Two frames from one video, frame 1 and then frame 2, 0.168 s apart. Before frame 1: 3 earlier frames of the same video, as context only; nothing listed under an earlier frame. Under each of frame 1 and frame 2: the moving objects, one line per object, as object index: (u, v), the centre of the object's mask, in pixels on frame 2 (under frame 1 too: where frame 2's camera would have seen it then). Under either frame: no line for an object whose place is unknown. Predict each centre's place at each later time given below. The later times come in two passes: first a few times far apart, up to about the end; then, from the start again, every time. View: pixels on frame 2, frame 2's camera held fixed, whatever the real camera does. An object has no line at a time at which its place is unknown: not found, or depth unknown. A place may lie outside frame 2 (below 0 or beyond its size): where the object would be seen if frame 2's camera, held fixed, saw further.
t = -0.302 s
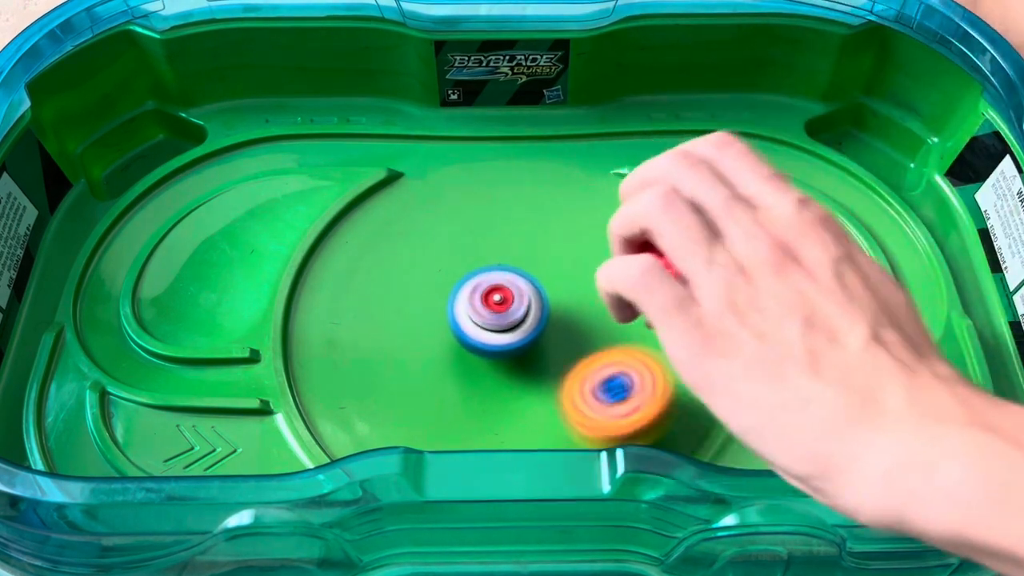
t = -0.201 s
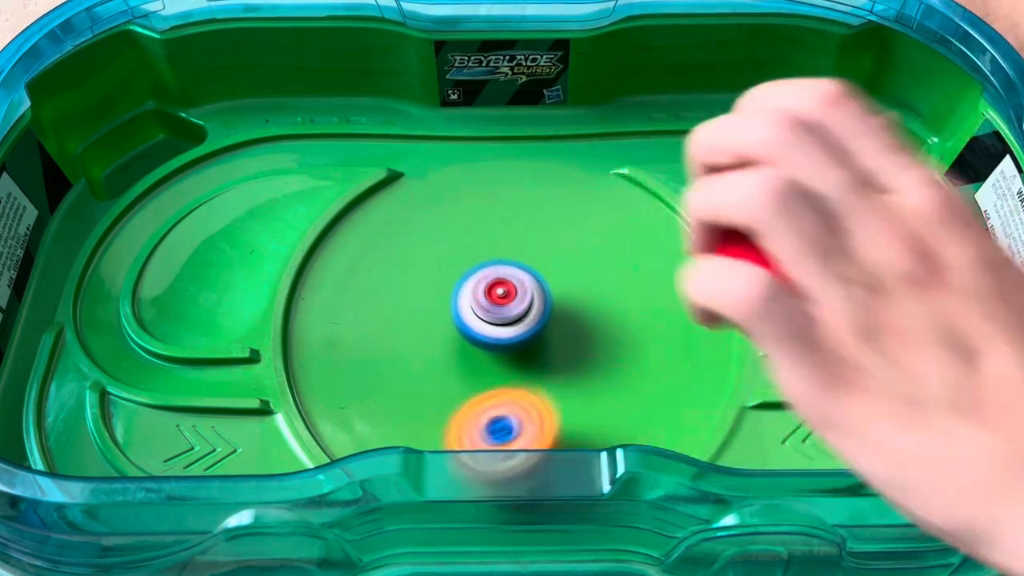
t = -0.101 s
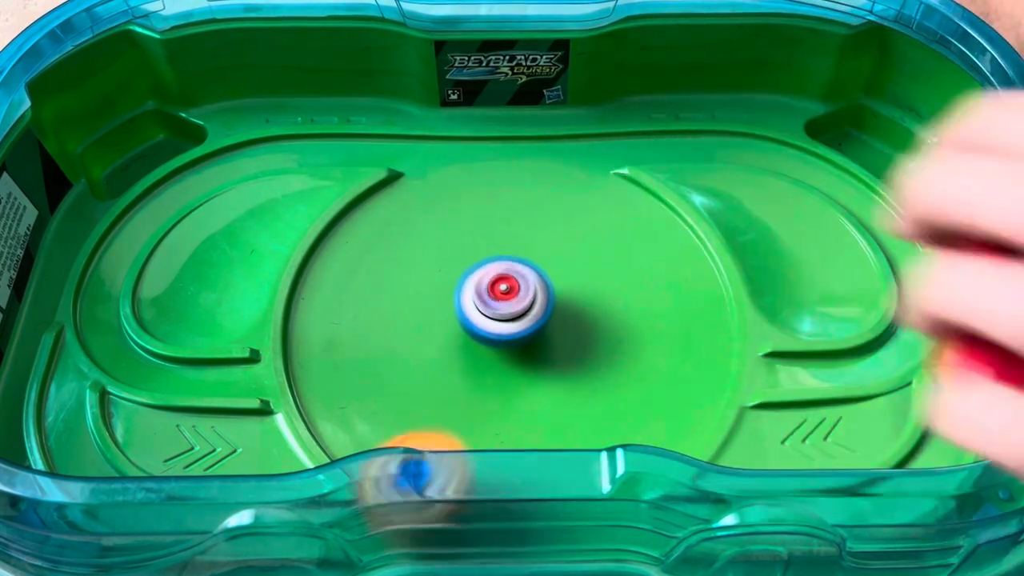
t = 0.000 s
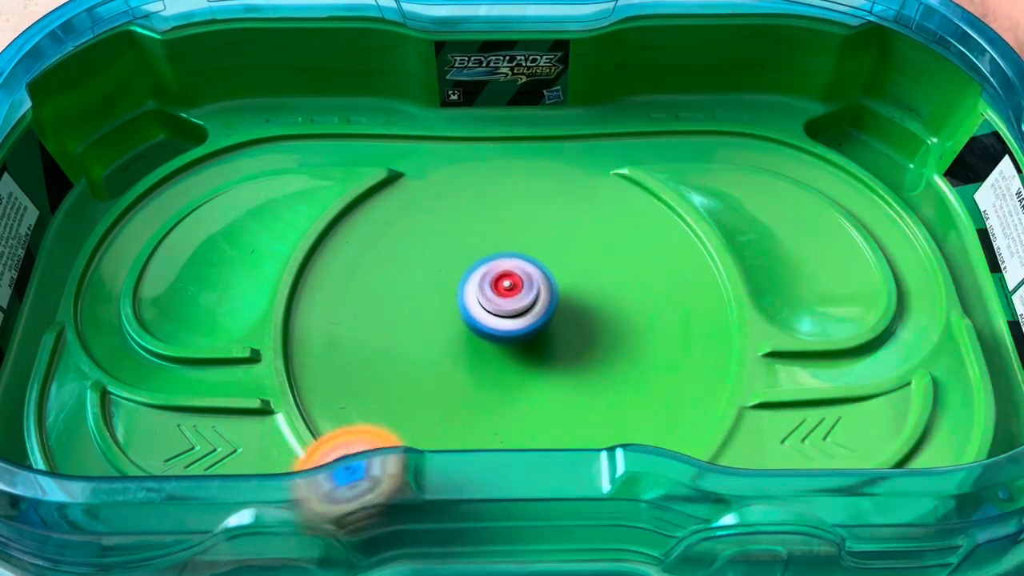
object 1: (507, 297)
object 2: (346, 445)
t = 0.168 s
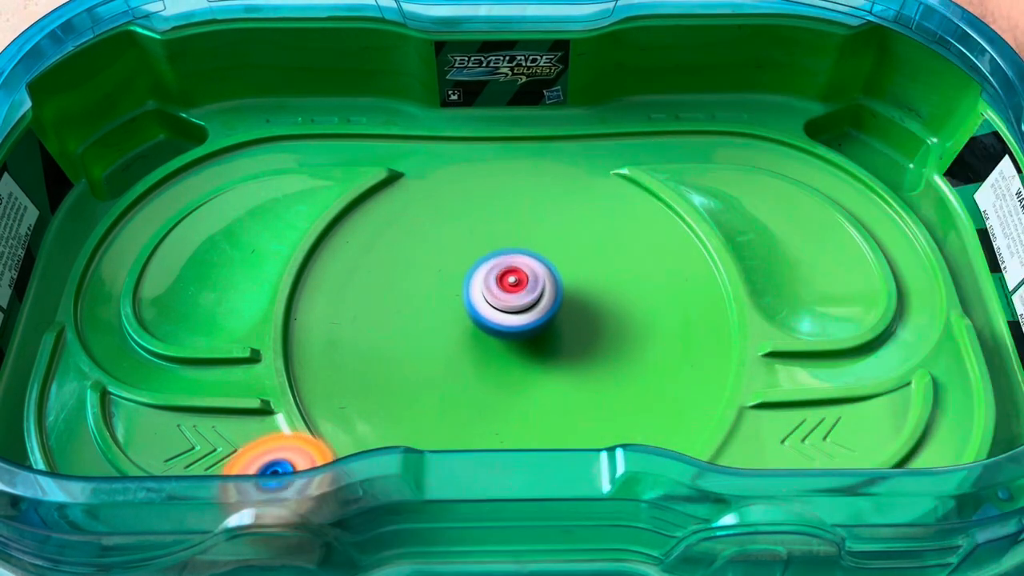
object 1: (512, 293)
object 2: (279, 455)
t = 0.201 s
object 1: (513, 292)
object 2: (276, 454)
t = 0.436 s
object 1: (519, 293)
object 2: (310, 454)
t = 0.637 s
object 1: (520, 296)
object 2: (313, 451)
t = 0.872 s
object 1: (518, 301)
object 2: (309, 450)
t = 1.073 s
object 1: (517, 305)
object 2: (330, 450)
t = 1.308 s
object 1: (517, 312)
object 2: (359, 445)
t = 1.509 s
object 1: (518, 317)
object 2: (439, 428)
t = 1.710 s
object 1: (554, 206)
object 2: (572, 364)
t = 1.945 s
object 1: (584, 122)
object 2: (577, 381)
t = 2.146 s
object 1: (580, 281)
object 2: (631, 433)
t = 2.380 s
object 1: (370, 308)
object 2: (654, 418)
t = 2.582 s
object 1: (253, 186)
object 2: (603, 400)
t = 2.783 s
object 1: (168, 175)
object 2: (518, 418)
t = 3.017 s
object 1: (128, 226)
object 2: (478, 415)
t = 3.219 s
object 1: (114, 242)
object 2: (437, 355)
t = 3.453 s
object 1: (105, 278)
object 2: (371, 276)
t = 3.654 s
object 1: (114, 310)
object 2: (374, 269)
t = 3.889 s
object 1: (171, 333)
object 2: (473, 263)
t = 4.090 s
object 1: (247, 341)
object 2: (560, 227)
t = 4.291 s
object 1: (436, 292)
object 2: (578, 225)
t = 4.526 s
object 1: (470, 236)
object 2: (671, 249)
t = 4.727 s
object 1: (466, 230)
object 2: (680, 256)
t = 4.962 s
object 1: (467, 257)
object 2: (582, 340)
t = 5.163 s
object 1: (500, 287)
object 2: (536, 426)
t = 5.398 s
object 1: (555, 301)
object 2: (547, 421)
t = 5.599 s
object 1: (573, 289)
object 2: (473, 337)
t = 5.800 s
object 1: (564, 275)
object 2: (347, 284)
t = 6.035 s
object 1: (541, 287)
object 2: (357, 323)
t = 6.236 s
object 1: (646, 290)
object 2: (372, 330)
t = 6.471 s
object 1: (736, 309)
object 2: (332, 386)
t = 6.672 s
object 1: (682, 321)
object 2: (456, 351)
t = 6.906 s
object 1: (661, 342)
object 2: (443, 196)
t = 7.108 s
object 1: (658, 361)
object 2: (433, 152)
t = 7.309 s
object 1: (600, 360)
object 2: (494, 177)
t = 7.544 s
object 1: (486, 369)
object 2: (589, 258)
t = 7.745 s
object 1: (414, 391)
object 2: (597, 358)
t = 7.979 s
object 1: (412, 377)
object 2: (508, 427)
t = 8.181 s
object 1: (390, 309)
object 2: (422, 455)
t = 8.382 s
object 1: (384, 271)
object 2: (378, 405)
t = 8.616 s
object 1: (421, 238)
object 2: (386, 325)
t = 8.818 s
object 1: (488, 176)
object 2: (407, 320)
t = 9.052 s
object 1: (523, 164)
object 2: (493, 313)
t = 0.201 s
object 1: (513, 292)
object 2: (276, 454)
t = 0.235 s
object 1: (514, 292)
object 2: (276, 452)
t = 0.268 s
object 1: (515, 292)
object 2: (276, 453)
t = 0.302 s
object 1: (516, 292)
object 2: (278, 454)
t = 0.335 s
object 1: (517, 292)
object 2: (282, 455)
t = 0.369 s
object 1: (518, 293)
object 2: (289, 456)
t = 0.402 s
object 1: (518, 293)
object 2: (298, 456)
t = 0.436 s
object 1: (519, 293)
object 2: (310, 454)
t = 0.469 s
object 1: (519, 294)
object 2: (322, 450)
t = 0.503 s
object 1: (520, 295)
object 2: (328, 448)
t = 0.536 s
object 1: (520, 295)
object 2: (328, 448)
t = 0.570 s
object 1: (520, 295)
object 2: (325, 449)
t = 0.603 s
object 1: (520, 296)
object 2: (319, 450)
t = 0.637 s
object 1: (520, 296)
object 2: (313, 451)
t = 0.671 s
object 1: (520, 298)
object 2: (307, 451)
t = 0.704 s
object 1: (520, 298)
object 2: (304, 451)
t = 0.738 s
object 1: (519, 298)
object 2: (304, 451)
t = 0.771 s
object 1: (519, 299)
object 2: (304, 451)
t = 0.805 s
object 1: (519, 300)
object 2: (305, 451)
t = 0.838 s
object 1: (519, 300)
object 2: (308, 451)
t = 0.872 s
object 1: (518, 301)
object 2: (309, 450)
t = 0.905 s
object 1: (518, 302)
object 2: (314, 450)
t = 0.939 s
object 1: (518, 302)
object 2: (317, 450)
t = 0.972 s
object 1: (518, 303)
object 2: (322, 449)
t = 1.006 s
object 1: (518, 304)
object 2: (325, 450)
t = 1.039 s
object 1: (518, 304)
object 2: (330, 448)
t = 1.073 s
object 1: (517, 305)
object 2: (330, 450)
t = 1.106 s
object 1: (517, 306)
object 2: (336, 448)
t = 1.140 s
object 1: (517, 307)
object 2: (338, 449)
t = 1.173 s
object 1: (517, 308)
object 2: (339, 449)
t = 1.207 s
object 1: (517, 309)
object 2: (348, 446)
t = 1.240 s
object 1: (517, 310)
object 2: (351, 447)
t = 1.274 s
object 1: (517, 311)
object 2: (354, 446)
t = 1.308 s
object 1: (517, 312)
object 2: (359, 445)
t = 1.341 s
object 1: (517, 313)
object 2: (366, 444)
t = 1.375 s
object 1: (517, 314)
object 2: (374, 444)
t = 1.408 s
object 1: (517, 315)
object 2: (382, 444)
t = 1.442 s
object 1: (518, 316)
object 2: (396, 441)
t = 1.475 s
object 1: (518, 316)
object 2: (415, 435)
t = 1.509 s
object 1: (518, 317)
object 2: (439, 428)
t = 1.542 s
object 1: (518, 318)
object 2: (466, 417)
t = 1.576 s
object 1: (519, 315)
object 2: (495, 402)
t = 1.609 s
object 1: (529, 281)
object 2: (514, 401)
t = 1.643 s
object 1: (539, 249)
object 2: (534, 397)
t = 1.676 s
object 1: (547, 224)
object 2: (553, 384)
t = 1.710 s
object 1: (554, 206)
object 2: (572, 364)
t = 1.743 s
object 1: (559, 194)
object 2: (585, 338)
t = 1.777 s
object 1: (564, 186)
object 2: (592, 308)
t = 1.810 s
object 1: (569, 183)
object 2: (591, 277)
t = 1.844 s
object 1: (569, 154)
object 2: (585, 274)
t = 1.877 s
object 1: (569, 102)
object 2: (581, 309)
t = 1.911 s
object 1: (577, 106)
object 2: (579, 346)
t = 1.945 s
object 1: (584, 122)
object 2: (577, 381)
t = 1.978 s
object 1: (589, 155)
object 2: (578, 405)
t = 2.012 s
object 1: (592, 180)
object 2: (582, 420)
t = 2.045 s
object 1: (592, 206)
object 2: (590, 438)
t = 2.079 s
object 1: (591, 232)
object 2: (604, 440)
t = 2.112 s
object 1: (587, 254)
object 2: (621, 442)
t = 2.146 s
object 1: (580, 281)
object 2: (631, 433)
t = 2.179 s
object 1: (572, 302)
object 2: (629, 427)
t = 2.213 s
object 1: (558, 325)
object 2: (626, 419)
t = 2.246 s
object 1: (542, 341)
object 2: (619, 413)
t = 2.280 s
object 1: (523, 353)
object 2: (612, 406)
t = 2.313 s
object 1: (480, 349)
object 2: (627, 409)
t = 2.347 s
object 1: (423, 330)
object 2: (655, 418)
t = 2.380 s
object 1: (370, 308)
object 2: (654, 418)
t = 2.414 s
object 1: (319, 280)
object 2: (648, 414)
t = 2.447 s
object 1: (289, 249)
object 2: (640, 410)
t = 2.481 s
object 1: (277, 221)
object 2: (631, 406)
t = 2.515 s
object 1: (270, 204)
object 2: (623, 403)
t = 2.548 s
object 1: (268, 203)
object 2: (613, 401)
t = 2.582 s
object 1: (253, 186)
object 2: (603, 400)
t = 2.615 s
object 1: (236, 175)
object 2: (590, 401)
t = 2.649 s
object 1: (220, 166)
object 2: (575, 403)
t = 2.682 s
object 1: (203, 160)
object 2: (558, 405)
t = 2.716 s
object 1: (186, 160)
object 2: (543, 410)
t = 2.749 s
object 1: (173, 163)
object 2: (529, 414)
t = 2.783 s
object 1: (168, 175)
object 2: (518, 418)
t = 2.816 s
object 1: (162, 186)
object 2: (508, 422)
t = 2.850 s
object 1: (150, 194)
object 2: (500, 424)
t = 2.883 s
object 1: (141, 202)
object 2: (495, 425)
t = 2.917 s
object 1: (135, 208)
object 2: (491, 424)
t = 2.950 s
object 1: (131, 214)
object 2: (486, 422)
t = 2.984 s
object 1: (130, 221)
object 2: (483, 419)
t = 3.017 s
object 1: (128, 226)
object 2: (478, 415)
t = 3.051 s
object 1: (125, 231)
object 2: (473, 410)
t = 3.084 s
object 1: (126, 234)
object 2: (466, 404)
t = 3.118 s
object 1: (120, 236)
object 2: (461, 396)
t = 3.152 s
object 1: (120, 238)
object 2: (453, 383)
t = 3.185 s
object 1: (123, 241)
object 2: (446, 369)
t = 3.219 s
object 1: (114, 242)
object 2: (437, 355)
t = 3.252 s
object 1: (108, 245)
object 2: (428, 341)
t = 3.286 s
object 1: (105, 251)
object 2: (418, 327)
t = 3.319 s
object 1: (110, 256)
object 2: (408, 314)
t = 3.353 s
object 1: (111, 261)
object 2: (397, 302)
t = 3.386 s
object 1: (106, 268)
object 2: (387, 291)
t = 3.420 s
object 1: (106, 272)
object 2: (378, 283)
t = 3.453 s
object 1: (105, 278)
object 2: (371, 276)
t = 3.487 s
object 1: (103, 284)
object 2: (365, 272)
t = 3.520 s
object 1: (108, 287)
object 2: (362, 269)
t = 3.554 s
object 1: (106, 294)
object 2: (362, 268)
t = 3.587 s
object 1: (108, 299)
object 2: (363, 268)
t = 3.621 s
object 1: (111, 304)
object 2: (367, 268)
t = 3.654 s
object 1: (114, 310)
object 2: (374, 269)
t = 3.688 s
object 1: (120, 314)
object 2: (382, 269)
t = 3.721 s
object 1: (127, 321)
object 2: (392, 270)
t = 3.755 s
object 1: (134, 324)
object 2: (406, 270)
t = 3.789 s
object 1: (141, 331)
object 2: (421, 270)
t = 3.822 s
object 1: (149, 335)
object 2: (438, 269)
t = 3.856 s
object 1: (161, 334)
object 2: (455, 267)
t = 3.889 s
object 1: (171, 333)
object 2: (473, 263)
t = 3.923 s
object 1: (184, 338)
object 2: (492, 258)
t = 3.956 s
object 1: (197, 339)
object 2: (508, 251)
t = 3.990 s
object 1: (206, 335)
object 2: (523, 245)
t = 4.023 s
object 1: (217, 335)
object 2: (538, 239)
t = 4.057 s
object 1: (231, 341)
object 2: (549, 233)
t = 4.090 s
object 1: (247, 341)
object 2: (560, 227)
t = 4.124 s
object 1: (268, 339)
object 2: (566, 223)
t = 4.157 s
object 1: (291, 344)
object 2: (572, 218)
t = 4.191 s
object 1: (352, 332)
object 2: (577, 217)
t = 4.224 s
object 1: (383, 320)
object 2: (578, 218)
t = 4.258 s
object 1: (410, 307)
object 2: (579, 220)
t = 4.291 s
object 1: (436, 292)
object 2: (578, 225)
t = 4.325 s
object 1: (457, 278)
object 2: (577, 231)
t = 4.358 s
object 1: (478, 263)
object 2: (576, 238)
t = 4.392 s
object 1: (477, 254)
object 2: (595, 245)
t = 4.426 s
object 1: (473, 247)
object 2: (617, 247)
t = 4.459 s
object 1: (472, 241)
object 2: (636, 249)
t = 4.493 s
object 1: (470, 239)
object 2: (655, 250)
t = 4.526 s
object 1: (470, 236)
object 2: (671, 249)
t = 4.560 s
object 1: (471, 233)
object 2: (682, 247)
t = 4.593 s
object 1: (471, 232)
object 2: (687, 247)
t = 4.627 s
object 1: (470, 230)
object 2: (691, 247)
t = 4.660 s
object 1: (470, 229)
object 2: (690, 248)
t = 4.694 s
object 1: (469, 230)
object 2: (686, 251)
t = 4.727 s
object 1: (466, 230)
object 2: (680, 256)
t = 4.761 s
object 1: (465, 232)
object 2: (672, 262)
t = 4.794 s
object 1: (464, 235)
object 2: (658, 270)
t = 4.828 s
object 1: (462, 239)
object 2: (646, 279)
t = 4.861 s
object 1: (462, 243)
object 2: (631, 290)
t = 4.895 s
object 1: (463, 248)
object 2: (613, 304)
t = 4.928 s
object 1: (465, 253)
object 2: (597, 321)
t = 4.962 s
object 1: (467, 257)
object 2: (582, 340)
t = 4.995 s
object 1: (470, 261)
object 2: (567, 359)
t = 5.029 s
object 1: (474, 265)
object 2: (555, 380)
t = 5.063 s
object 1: (479, 270)
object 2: (546, 398)
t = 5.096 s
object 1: (484, 275)
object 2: (539, 410)
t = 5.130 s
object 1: (491, 281)
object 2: (535, 419)
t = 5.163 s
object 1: (500, 287)
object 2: (536, 426)
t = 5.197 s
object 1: (507, 291)
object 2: (539, 432)
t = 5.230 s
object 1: (516, 295)
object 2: (541, 438)
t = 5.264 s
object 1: (525, 298)
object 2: (545, 439)
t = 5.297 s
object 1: (533, 300)
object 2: (548, 435)
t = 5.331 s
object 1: (541, 301)
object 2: (548, 433)
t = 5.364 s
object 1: (549, 302)
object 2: (549, 427)
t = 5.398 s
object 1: (555, 301)
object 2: (547, 421)
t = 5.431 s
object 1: (560, 300)
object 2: (542, 414)
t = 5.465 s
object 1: (564, 298)
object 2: (536, 404)
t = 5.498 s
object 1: (566, 297)
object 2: (525, 390)
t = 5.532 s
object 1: (570, 293)
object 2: (512, 373)
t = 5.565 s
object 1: (572, 292)
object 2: (495, 354)
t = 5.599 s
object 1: (573, 289)
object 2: (473, 337)
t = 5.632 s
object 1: (574, 286)
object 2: (452, 322)
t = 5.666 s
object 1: (574, 284)
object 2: (429, 308)
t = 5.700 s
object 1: (572, 281)
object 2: (408, 298)
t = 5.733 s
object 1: (571, 278)
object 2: (386, 289)
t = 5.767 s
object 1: (568, 277)
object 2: (366, 286)
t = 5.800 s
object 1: (564, 275)
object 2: (347, 284)
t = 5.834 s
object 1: (561, 275)
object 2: (333, 287)
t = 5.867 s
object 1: (557, 276)
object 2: (325, 293)
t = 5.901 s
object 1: (553, 277)
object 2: (321, 300)
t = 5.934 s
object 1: (550, 279)
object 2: (323, 306)
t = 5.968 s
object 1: (546, 281)
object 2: (330, 312)
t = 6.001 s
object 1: (543, 284)
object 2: (339, 318)
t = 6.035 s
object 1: (541, 287)
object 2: (357, 323)
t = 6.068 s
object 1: (538, 291)
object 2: (374, 328)
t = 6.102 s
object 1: (535, 295)
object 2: (397, 327)
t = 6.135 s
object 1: (533, 301)
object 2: (419, 326)
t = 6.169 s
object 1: (555, 300)
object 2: (419, 325)
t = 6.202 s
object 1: (604, 293)
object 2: (394, 326)
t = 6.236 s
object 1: (646, 290)
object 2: (372, 330)
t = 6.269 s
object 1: (682, 289)
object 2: (350, 336)
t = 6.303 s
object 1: (712, 289)
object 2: (334, 344)
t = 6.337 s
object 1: (729, 287)
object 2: (322, 353)
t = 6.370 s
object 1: (735, 290)
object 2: (314, 362)
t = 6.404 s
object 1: (737, 302)
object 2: (316, 372)
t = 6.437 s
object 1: (738, 305)
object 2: (321, 381)
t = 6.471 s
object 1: (736, 309)
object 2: (332, 386)
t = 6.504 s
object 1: (735, 310)
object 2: (350, 390)
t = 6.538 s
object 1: (731, 311)
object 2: (369, 391)
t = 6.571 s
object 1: (727, 311)
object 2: (389, 385)
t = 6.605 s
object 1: (717, 313)
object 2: (415, 376)
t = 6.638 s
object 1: (701, 321)
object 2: (438, 366)
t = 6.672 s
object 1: (682, 321)
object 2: (456, 351)
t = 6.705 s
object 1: (663, 320)
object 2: (474, 332)
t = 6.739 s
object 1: (644, 319)
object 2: (491, 316)
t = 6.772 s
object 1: (621, 315)
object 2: (504, 299)
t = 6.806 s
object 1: (611, 317)
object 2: (505, 276)
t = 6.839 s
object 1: (634, 326)
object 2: (481, 245)
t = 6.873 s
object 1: (650, 335)
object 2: (460, 218)
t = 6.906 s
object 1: (661, 342)
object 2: (443, 196)
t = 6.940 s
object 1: (665, 349)
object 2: (430, 179)
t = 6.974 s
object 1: (668, 355)
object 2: (420, 163)
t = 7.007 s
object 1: (670, 358)
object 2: (414, 151)
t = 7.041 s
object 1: (668, 358)
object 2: (415, 148)
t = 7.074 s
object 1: (663, 359)
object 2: (422, 150)
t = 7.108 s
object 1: (658, 361)
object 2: (433, 152)
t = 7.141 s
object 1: (651, 364)
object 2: (444, 154)
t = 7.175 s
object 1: (646, 365)
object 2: (453, 157)
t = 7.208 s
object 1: (638, 365)
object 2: (461, 160)
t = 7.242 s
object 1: (629, 363)
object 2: (472, 166)
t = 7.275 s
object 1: (614, 360)
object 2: (482, 170)
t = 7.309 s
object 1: (600, 360)
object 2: (494, 177)
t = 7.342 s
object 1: (585, 358)
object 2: (509, 183)
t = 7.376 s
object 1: (567, 358)
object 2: (526, 192)
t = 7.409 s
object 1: (551, 360)
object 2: (542, 204)
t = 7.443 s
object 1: (535, 360)
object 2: (555, 216)
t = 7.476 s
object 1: (518, 363)
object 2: (568, 229)
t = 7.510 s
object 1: (503, 366)
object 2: (580, 242)
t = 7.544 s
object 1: (486, 369)
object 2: (589, 258)
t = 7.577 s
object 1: (472, 373)
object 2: (597, 275)
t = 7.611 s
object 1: (457, 376)
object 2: (601, 292)
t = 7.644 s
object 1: (443, 381)
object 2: (604, 309)
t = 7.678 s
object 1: (431, 384)
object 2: (604, 325)
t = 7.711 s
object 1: (422, 389)
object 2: (602, 342)
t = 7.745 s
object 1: (414, 391)
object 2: (597, 358)
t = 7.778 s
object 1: (408, 392)
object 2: (589, 375)
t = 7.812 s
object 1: (408, 394)
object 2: (579, 390)
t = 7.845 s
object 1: (411, 394)
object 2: (567, 403)
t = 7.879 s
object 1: (413, 392)
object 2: (552, 411)
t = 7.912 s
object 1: (415, 389)
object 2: (535, 417)
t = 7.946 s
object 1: (420, 387)
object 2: (518, 422)
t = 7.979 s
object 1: (412, 377)
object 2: (508, 427)
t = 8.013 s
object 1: (406, 365)
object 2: (495, 445)
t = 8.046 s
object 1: (403, 355)
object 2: (481, 450)
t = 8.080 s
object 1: (400, 344)
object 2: (466, 455)
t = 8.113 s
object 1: (397, 331)
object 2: (452, 457)
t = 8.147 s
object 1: (393, 320)
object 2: (436, 457)
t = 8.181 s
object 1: (390, 309)
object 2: (422, 455)
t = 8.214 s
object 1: (387, 300)
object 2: (409, 452)
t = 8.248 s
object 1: (384, 291)
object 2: (396, 447)
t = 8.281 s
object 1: (384, 283)
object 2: (390, 426)
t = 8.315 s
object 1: (382, 278)
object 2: (383, 420)
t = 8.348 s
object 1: (380, 275)
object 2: (380, 413)
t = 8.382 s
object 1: (384, 271)
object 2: (378, 405)
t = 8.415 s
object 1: (386, 268)
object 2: (377, 393)
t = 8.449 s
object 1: (388, 266)
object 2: (376, 377)
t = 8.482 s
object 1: (391, 264)
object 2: (377, 359)
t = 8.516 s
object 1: (396, 258)
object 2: (377, 347)
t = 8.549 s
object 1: (402, 250)
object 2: (379, 340)
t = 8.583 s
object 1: (410, 244)
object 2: (381, 332)
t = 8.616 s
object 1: (421, 238)
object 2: (386, 325)
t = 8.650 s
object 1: (431, 234)
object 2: (392, 316)
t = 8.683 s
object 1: (441, 227)
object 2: (397, 308)
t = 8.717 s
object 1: (456, 212)
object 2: (395, 310)
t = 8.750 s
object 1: (468, 200)
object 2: (396, 314)
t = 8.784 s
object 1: (478, 187)
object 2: (400, 317)
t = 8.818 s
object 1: (488, 176)
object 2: (407, 320)
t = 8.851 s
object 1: (498, 166)
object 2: (417, 323)
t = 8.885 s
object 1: (506, 158)
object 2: (426, 324)
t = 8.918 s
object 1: (512, 152)
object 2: (440, 325)
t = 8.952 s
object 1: (516, 151)
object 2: (452, 323)
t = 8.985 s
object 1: (517, 152)
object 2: (466, 321)
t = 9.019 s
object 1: (518, 156)
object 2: (478, 317)
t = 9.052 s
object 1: (523, 164)
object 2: (493, 313)
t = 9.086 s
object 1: (527, 173)
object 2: (505, 307)
